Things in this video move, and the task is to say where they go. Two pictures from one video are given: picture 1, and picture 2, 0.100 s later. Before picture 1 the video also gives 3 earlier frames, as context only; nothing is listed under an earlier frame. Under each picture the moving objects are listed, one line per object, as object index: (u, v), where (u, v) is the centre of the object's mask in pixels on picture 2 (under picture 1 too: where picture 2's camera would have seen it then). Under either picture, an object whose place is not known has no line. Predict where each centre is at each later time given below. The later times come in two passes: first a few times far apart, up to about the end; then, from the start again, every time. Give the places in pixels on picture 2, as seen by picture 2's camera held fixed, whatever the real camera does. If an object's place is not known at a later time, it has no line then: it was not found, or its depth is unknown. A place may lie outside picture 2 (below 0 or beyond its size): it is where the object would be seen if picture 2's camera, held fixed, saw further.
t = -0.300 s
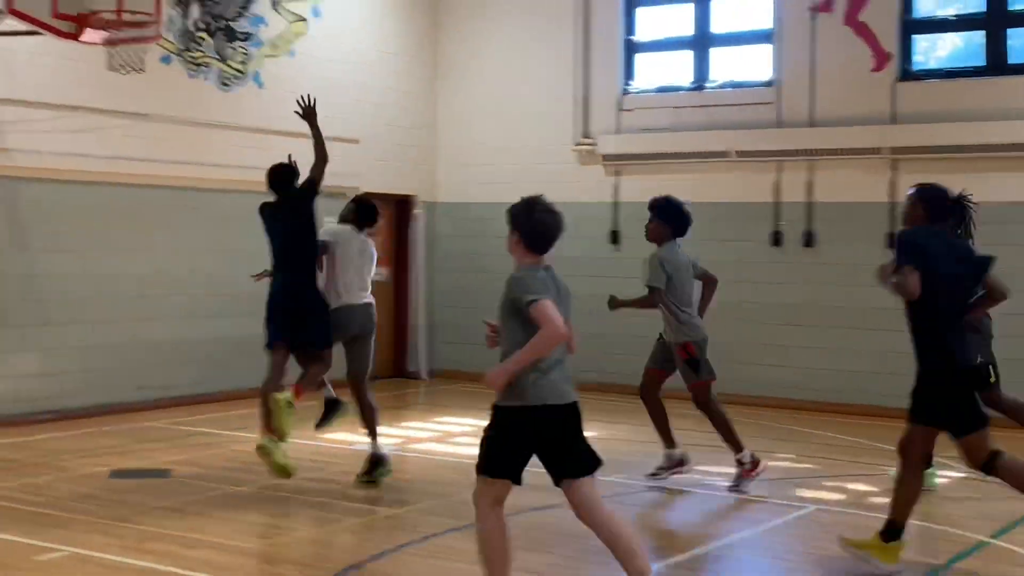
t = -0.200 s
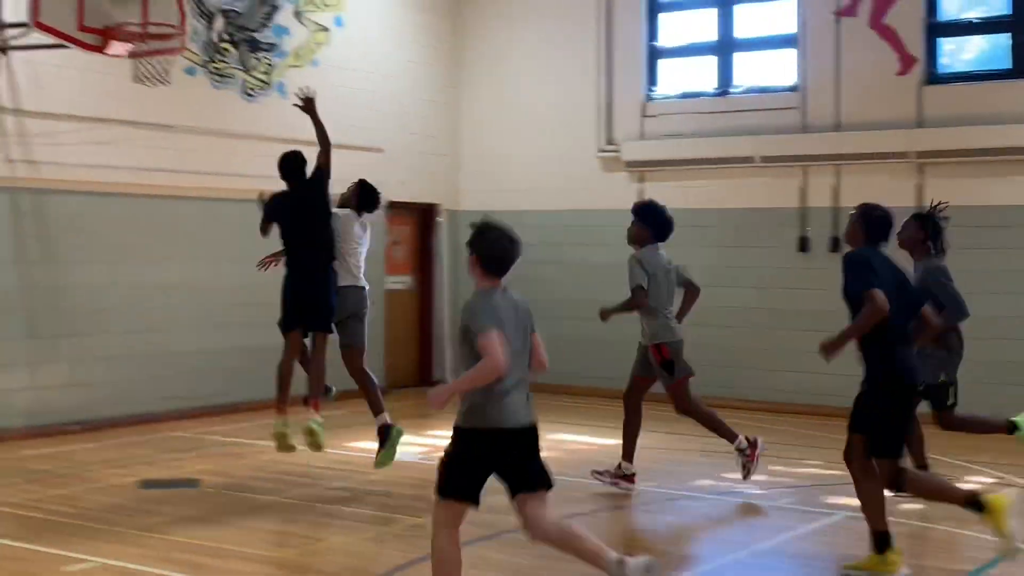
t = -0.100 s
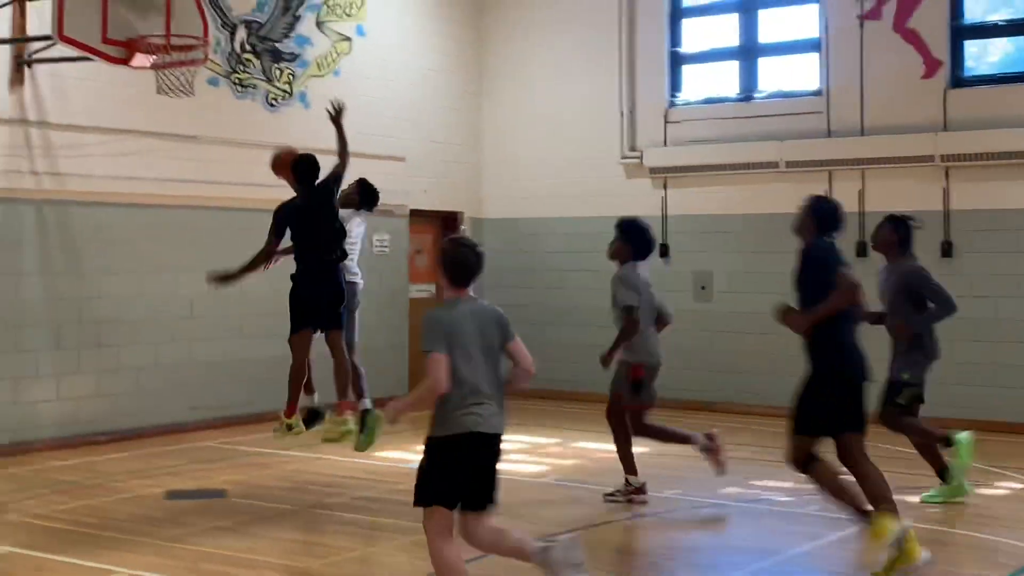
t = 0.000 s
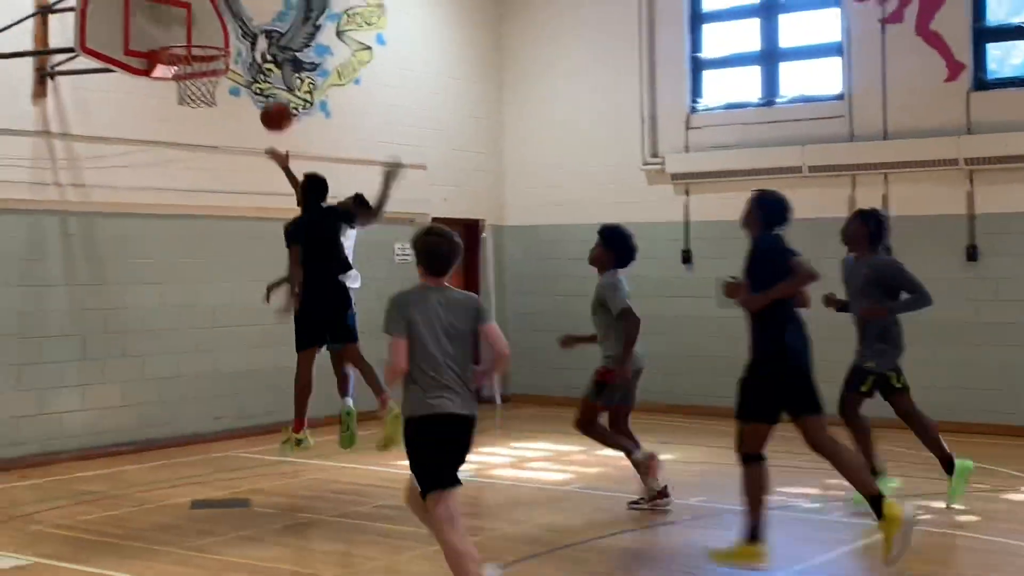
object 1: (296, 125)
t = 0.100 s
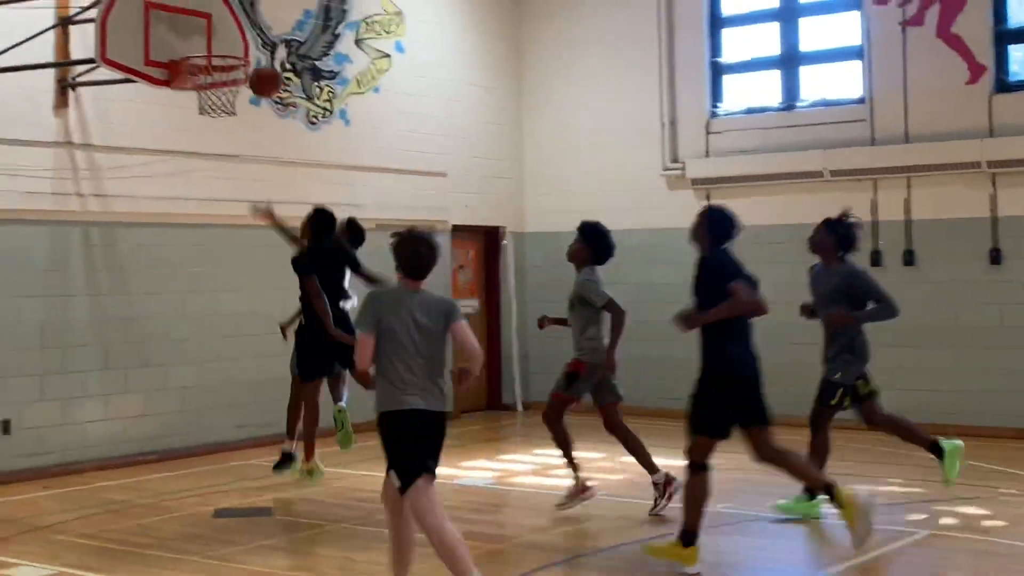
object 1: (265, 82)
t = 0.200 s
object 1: (232, 49)
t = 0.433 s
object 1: (225, 33)
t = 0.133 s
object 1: (258, 72)
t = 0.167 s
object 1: (247, 55)
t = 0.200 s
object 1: (232, 49)
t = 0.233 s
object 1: (227, 43)
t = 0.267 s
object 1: (227, 38)
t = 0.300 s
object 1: (226, 35)
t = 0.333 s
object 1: (226, 32)
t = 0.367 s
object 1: (225, 31)
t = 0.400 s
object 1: (225, 31)
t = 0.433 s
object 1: (225, 33)
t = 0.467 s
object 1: (225, 36)
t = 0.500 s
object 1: (225, 41)
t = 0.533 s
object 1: (224, 46)
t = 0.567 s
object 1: (223, 56)
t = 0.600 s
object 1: (218, 62)
